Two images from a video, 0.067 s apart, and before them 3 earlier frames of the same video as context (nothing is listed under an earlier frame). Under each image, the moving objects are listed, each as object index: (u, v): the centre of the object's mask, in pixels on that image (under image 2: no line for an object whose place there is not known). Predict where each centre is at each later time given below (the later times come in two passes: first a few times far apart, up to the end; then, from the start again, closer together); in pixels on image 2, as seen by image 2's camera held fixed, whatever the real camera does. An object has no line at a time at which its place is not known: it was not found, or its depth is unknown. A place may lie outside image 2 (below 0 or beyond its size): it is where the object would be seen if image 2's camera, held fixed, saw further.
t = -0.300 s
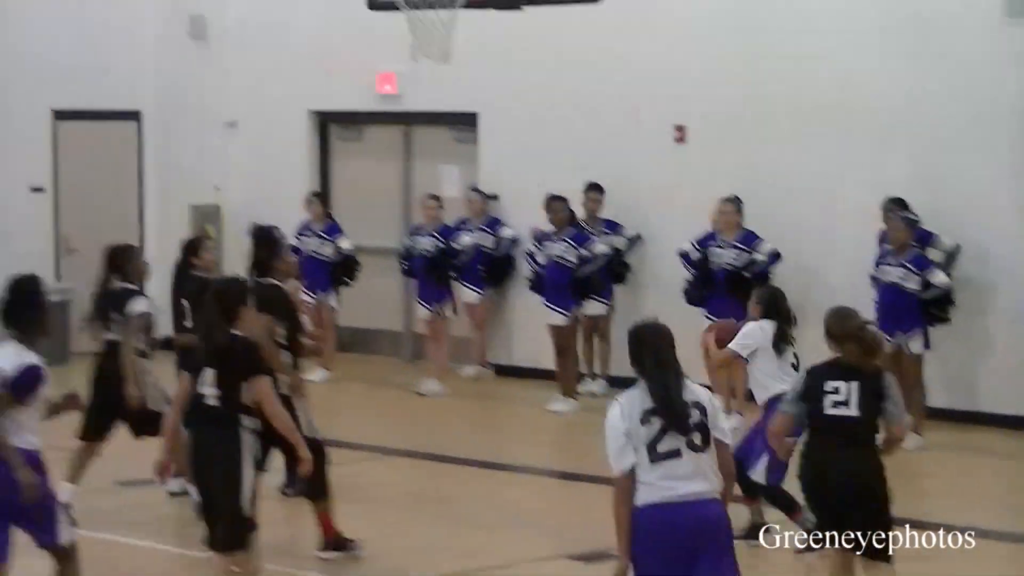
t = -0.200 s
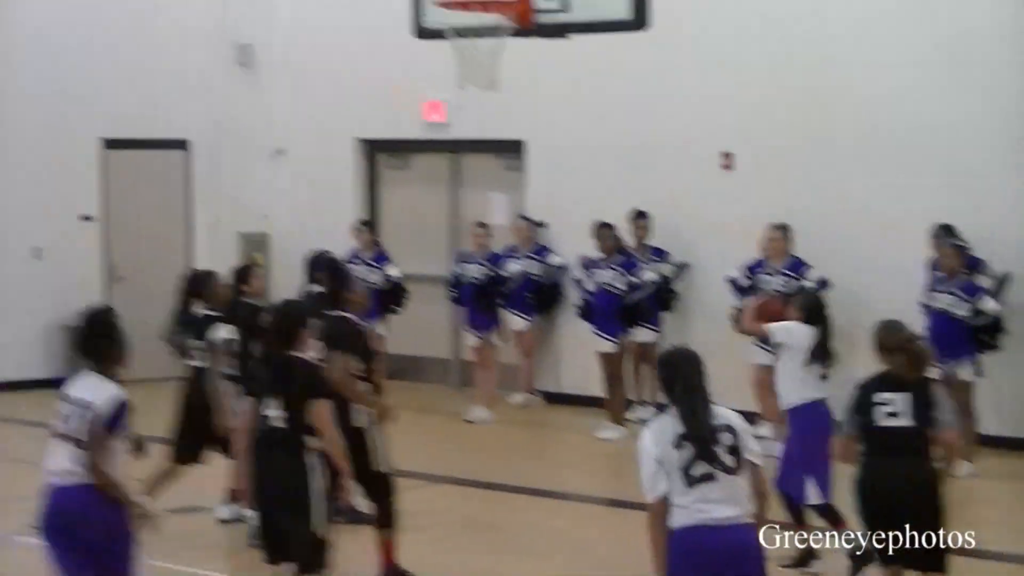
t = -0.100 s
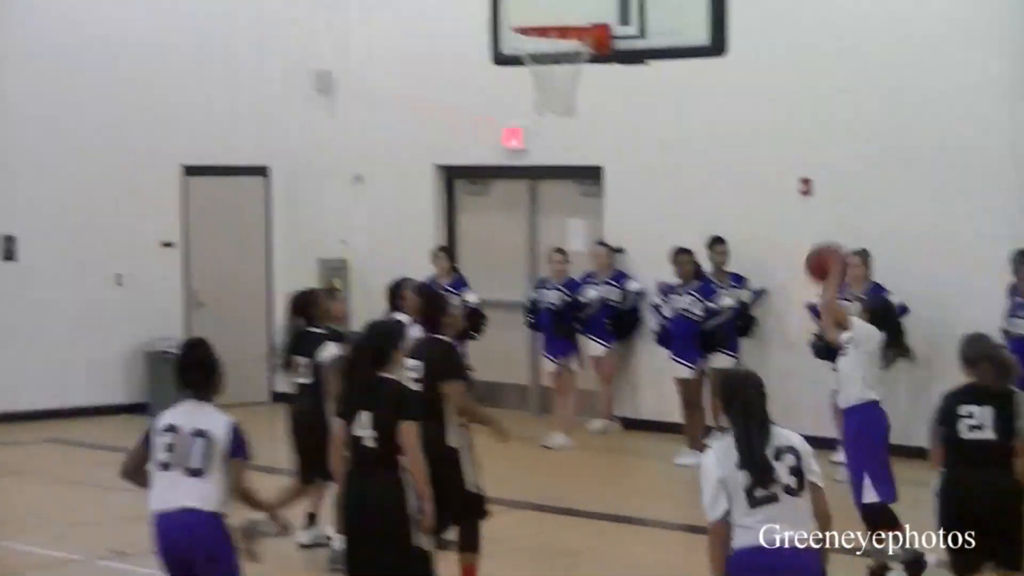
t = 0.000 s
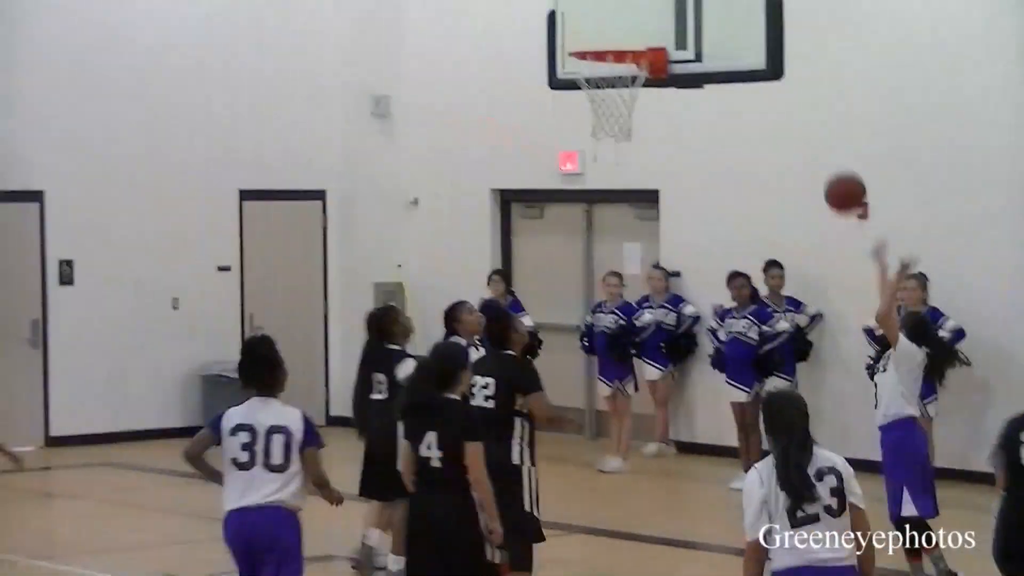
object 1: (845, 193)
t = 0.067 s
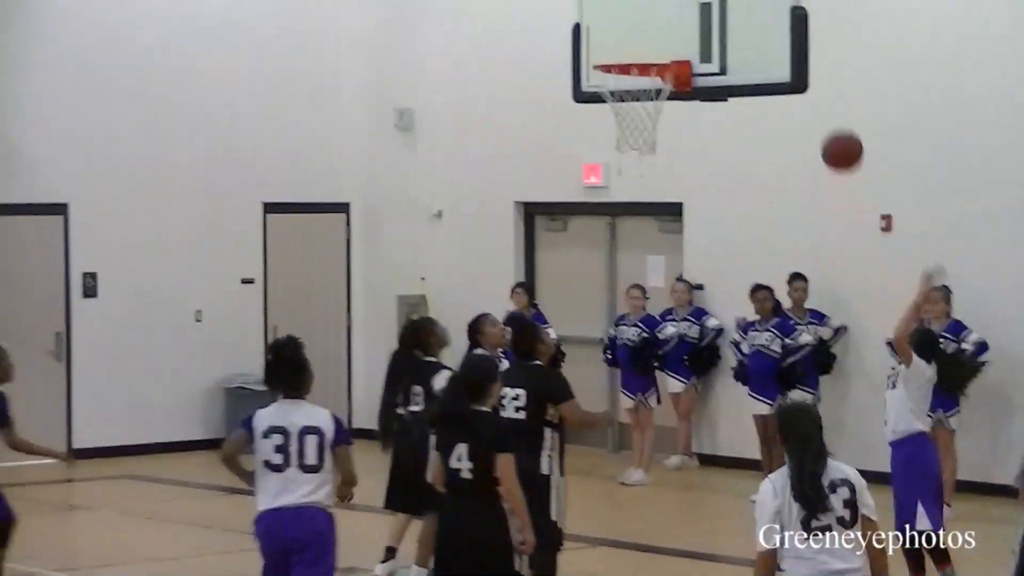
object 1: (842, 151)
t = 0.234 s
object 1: (779, 51)
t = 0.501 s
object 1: (681, 1)
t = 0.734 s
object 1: (602, 47)
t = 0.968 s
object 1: (615, 29)
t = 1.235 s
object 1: (620, 38)
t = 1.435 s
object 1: (618, 65)
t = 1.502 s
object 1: (617, 93)
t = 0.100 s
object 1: (829, 126)
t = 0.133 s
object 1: (817, 105)
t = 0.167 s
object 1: (804, 85)
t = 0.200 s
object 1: (792, 69)
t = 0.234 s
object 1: (779, 51)
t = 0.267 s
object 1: (766, 37)
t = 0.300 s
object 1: (753, 25)
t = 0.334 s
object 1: (742, 16)
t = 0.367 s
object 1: (730, 8)
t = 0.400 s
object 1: (717, 3)
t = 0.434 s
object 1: (705, 1)
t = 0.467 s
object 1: (693, 0)
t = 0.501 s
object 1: (681, 1)
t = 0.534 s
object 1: (669, 2)
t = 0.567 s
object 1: (658, 5)
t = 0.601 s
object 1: (646, 9)
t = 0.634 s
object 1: (635, 14)
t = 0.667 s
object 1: (624, 24)
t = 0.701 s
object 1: (612, 35)
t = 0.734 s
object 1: (602, 47)
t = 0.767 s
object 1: (603, 42)
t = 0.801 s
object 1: (604, 35)
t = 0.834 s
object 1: (607, 30)
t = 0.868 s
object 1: (609, 27)
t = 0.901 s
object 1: (611, 26)
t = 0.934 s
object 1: (613, 27)
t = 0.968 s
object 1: (615, 29)
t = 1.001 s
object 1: (617, 33)
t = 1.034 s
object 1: (619, 39)
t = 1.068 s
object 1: (621, 46)
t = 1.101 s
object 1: (622, 43)
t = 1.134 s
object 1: (621, 39)
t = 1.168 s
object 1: (621, 38)
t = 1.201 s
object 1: (621, 38)
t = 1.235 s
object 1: (620, 38)
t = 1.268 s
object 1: (620, 40)
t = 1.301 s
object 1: (620, 42)
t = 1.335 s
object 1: (620, 46)
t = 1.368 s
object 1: (620, 50)
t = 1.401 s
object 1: (620, 54)
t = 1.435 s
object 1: (618, 65)
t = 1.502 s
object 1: (617, 93)
